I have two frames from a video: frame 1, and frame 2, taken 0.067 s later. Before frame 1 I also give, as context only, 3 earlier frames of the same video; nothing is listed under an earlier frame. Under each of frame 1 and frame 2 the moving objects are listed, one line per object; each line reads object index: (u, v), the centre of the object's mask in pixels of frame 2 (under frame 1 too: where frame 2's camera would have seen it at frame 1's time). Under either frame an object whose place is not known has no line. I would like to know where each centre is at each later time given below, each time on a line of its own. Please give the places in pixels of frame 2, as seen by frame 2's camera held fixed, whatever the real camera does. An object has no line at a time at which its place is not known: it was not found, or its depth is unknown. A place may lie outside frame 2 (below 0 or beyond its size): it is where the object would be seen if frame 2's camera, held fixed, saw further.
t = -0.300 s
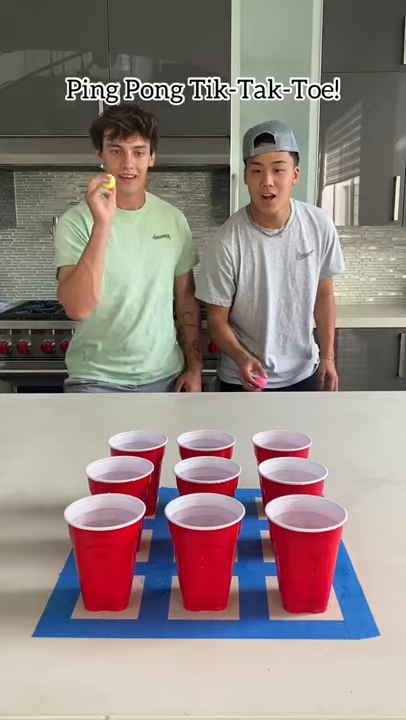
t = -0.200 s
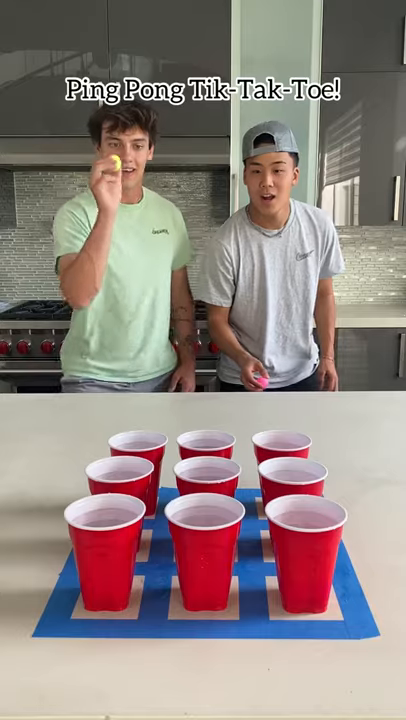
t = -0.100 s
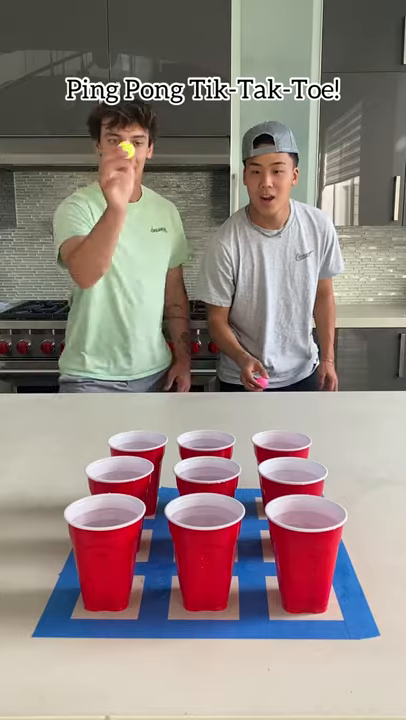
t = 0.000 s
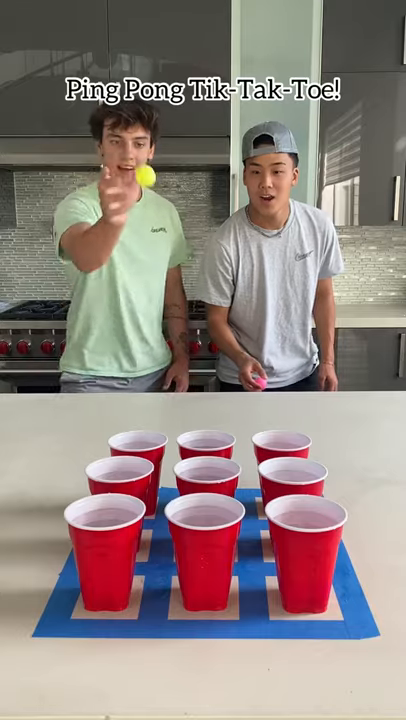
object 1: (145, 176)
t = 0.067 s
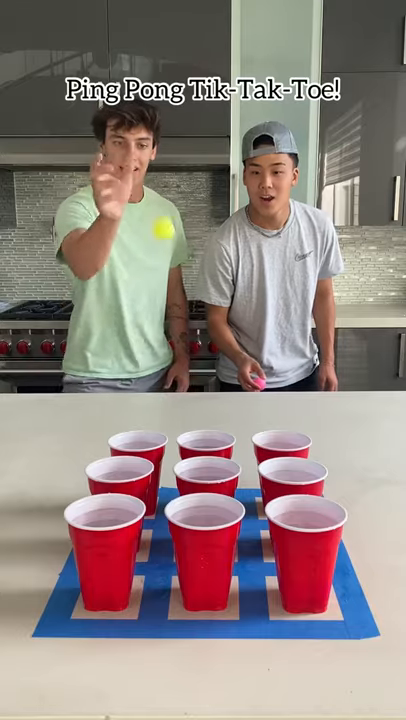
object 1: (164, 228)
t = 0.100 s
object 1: (174, 269)
